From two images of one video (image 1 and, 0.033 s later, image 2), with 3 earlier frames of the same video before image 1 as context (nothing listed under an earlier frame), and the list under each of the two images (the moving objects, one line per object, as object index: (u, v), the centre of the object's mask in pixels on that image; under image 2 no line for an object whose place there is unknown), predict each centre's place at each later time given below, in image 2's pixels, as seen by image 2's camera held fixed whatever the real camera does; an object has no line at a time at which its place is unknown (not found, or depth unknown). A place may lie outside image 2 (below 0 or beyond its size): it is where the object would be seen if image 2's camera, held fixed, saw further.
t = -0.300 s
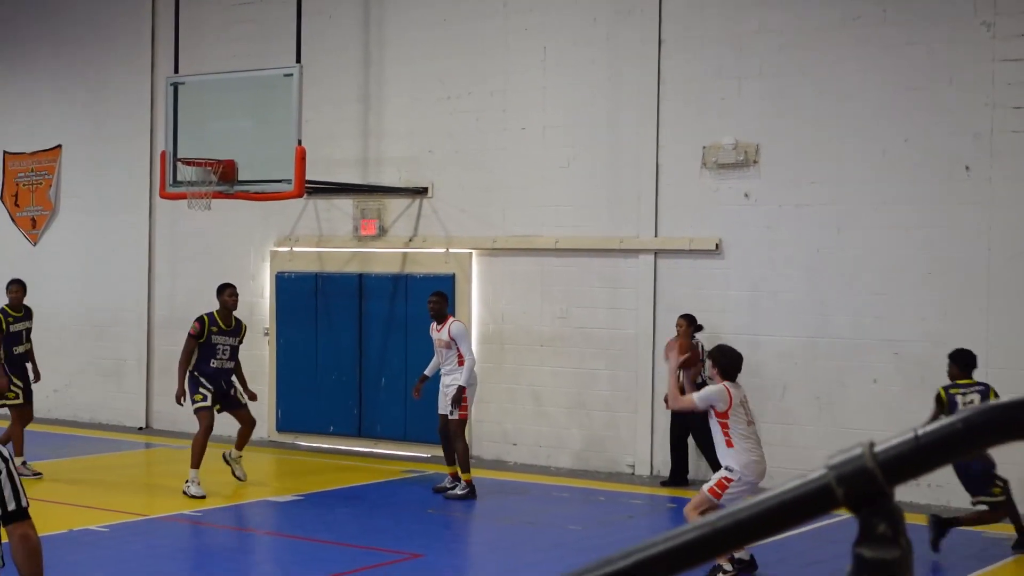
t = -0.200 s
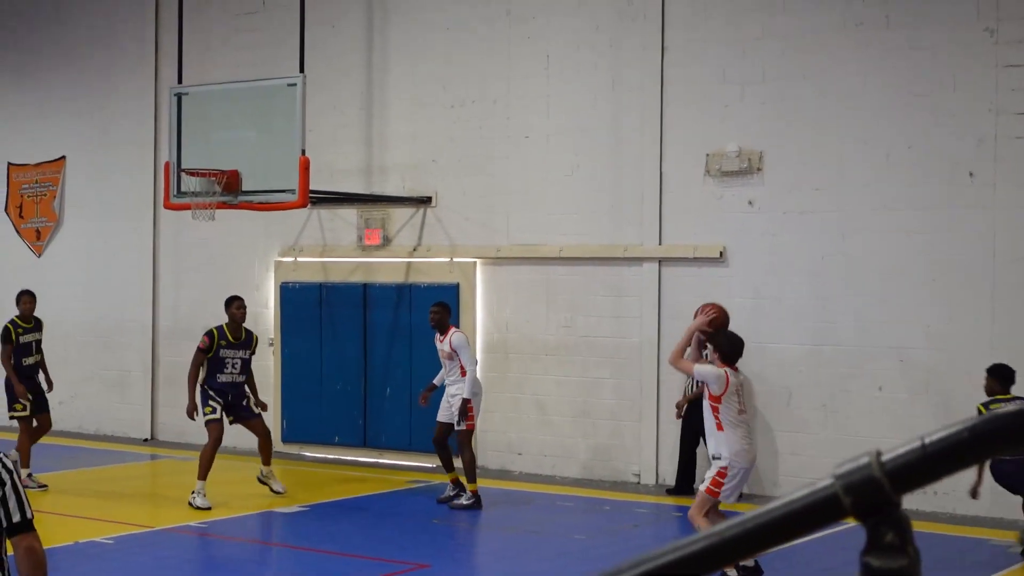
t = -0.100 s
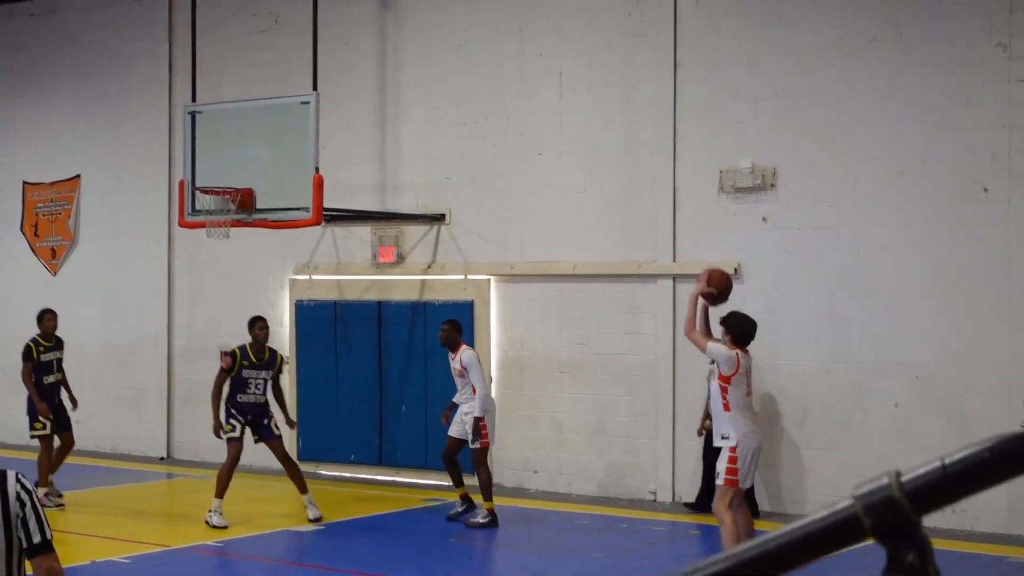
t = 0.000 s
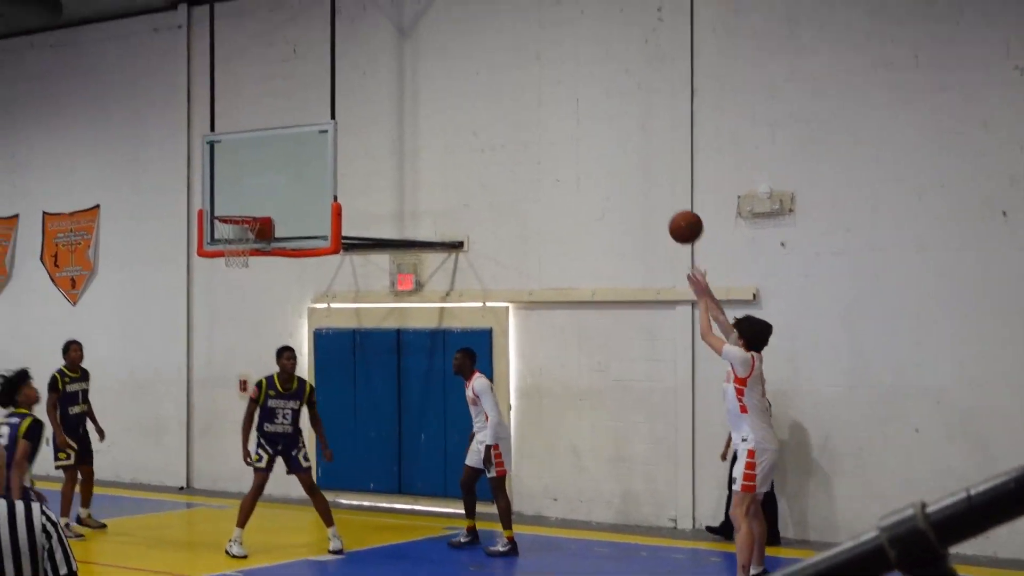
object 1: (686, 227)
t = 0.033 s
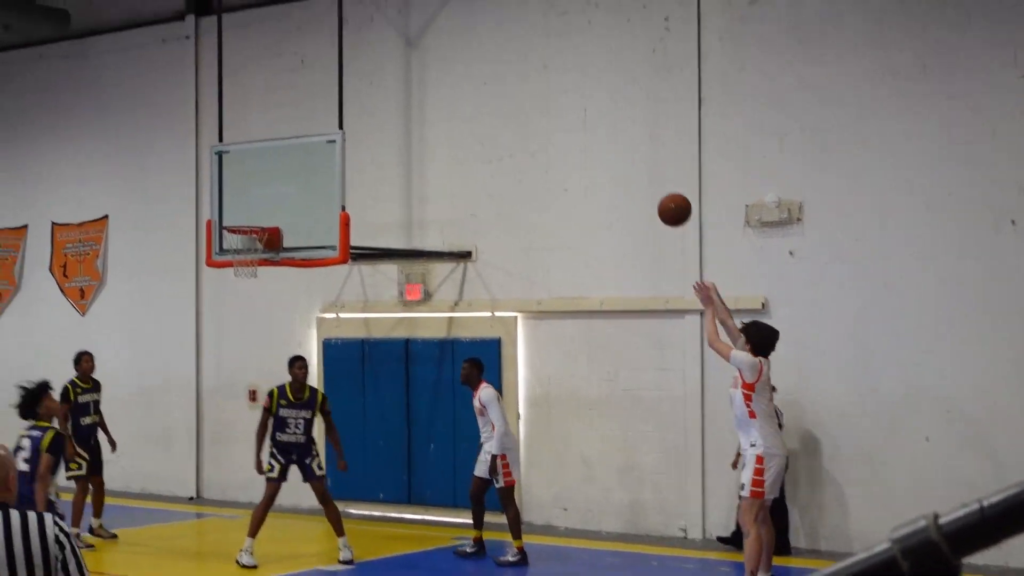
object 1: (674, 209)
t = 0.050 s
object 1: (664, 197)
